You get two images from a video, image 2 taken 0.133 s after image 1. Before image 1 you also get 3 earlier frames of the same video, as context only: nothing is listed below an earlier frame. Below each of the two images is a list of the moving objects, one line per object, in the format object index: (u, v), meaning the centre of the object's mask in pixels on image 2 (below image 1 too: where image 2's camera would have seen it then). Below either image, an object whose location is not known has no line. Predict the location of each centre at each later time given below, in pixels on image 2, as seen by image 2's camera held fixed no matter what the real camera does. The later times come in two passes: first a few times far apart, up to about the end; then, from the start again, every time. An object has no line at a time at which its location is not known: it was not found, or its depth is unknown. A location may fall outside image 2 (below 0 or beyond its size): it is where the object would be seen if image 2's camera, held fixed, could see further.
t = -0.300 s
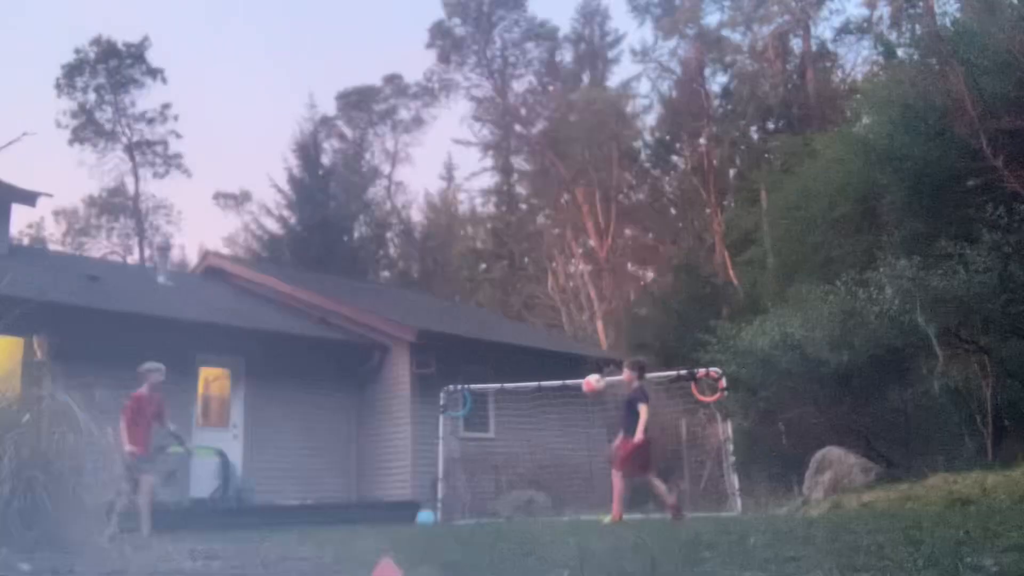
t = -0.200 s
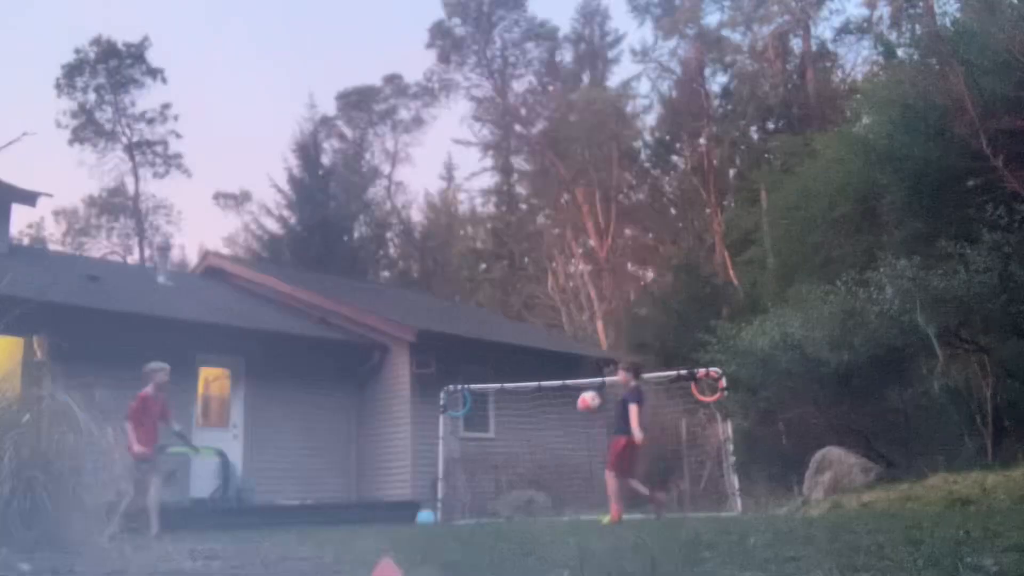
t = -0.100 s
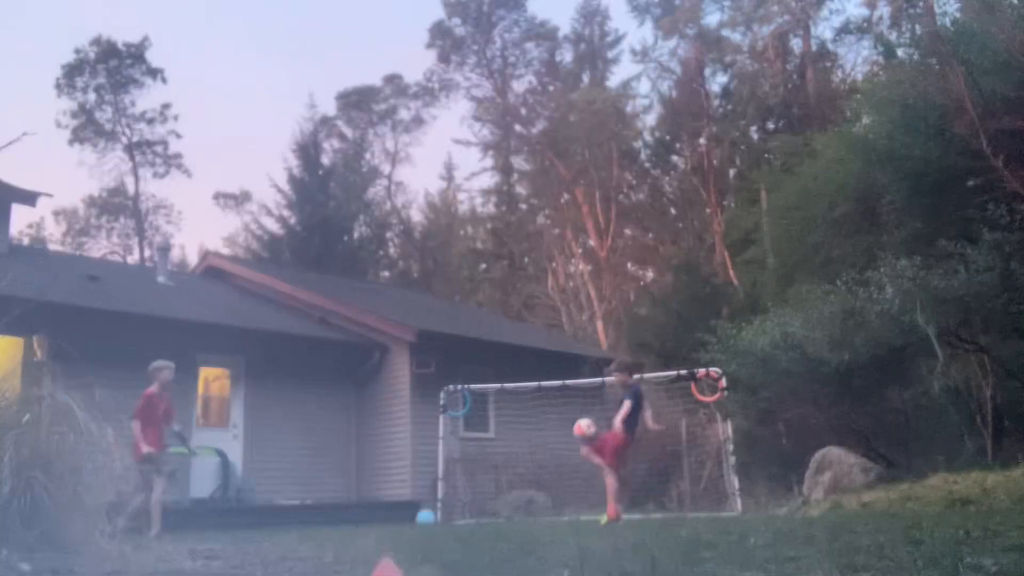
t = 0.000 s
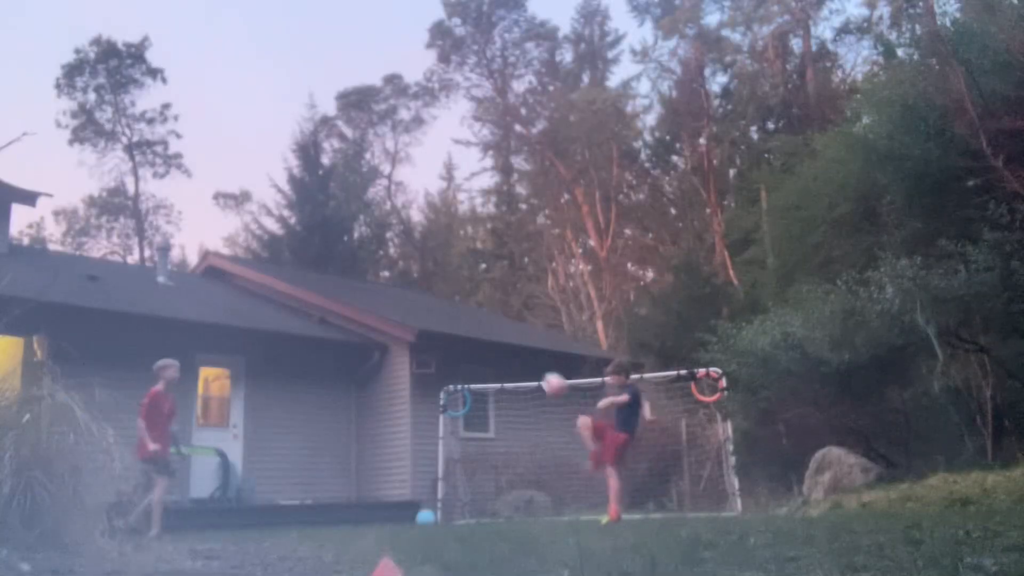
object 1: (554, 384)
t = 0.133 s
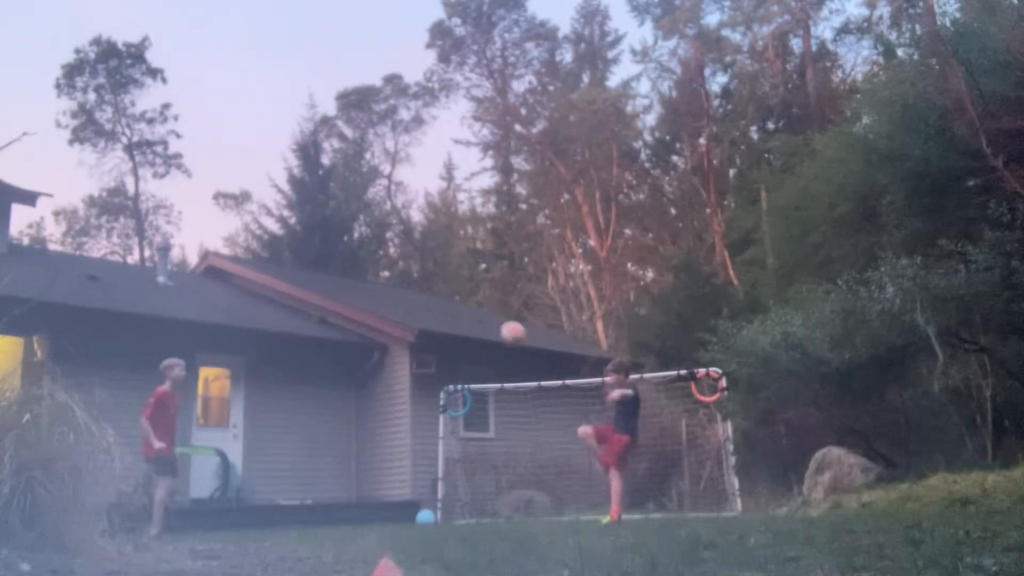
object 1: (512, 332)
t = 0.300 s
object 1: (463, 295)
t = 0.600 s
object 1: (378, 297)
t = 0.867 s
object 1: (304, 378)
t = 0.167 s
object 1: (502, 322)
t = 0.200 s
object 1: (491, 313)
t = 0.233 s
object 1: (482, 305)
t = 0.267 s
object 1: (473, 300)
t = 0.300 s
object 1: (463, 295)
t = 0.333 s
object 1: (453, 289)
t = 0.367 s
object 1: (444, 287)
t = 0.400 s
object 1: (434, 285)
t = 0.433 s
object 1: (425, 284)
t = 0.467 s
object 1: (416, 285)
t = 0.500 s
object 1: (406, 287)
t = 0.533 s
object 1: (397, 289)
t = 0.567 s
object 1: (388, 292)
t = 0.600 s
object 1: (378, 297)
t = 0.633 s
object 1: (369, 304)
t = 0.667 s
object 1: (359, 310)
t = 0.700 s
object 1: (350, 318)
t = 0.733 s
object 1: (342, 327)
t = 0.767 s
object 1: (332, 339)
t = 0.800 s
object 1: (323, 350)
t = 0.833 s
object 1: (313, 363)
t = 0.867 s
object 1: (304, 378)
